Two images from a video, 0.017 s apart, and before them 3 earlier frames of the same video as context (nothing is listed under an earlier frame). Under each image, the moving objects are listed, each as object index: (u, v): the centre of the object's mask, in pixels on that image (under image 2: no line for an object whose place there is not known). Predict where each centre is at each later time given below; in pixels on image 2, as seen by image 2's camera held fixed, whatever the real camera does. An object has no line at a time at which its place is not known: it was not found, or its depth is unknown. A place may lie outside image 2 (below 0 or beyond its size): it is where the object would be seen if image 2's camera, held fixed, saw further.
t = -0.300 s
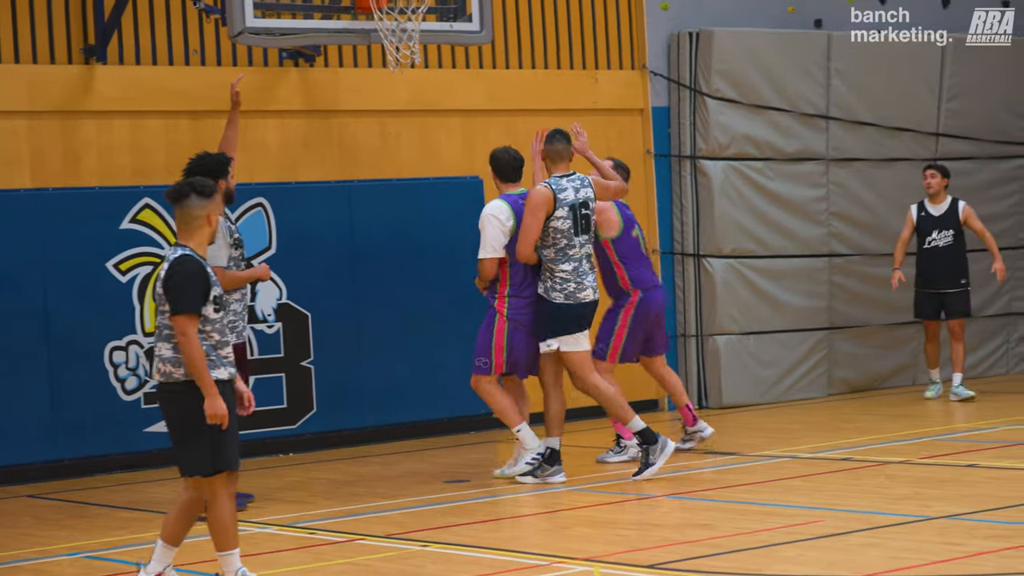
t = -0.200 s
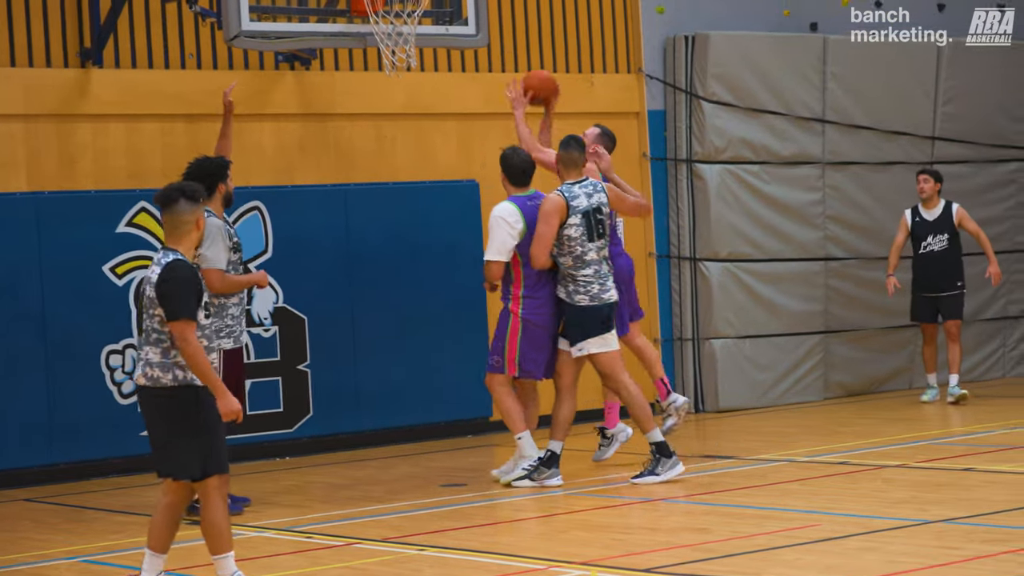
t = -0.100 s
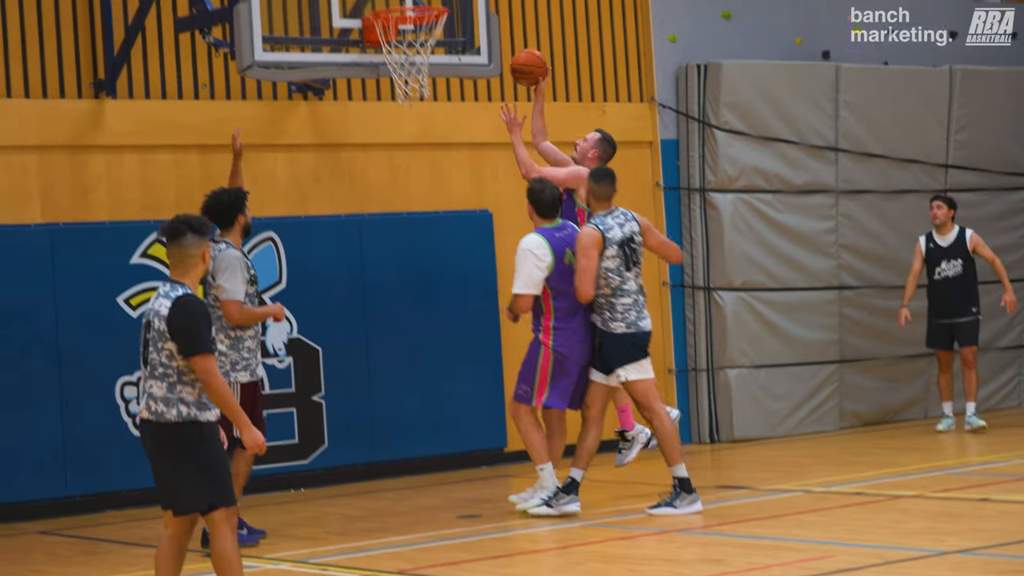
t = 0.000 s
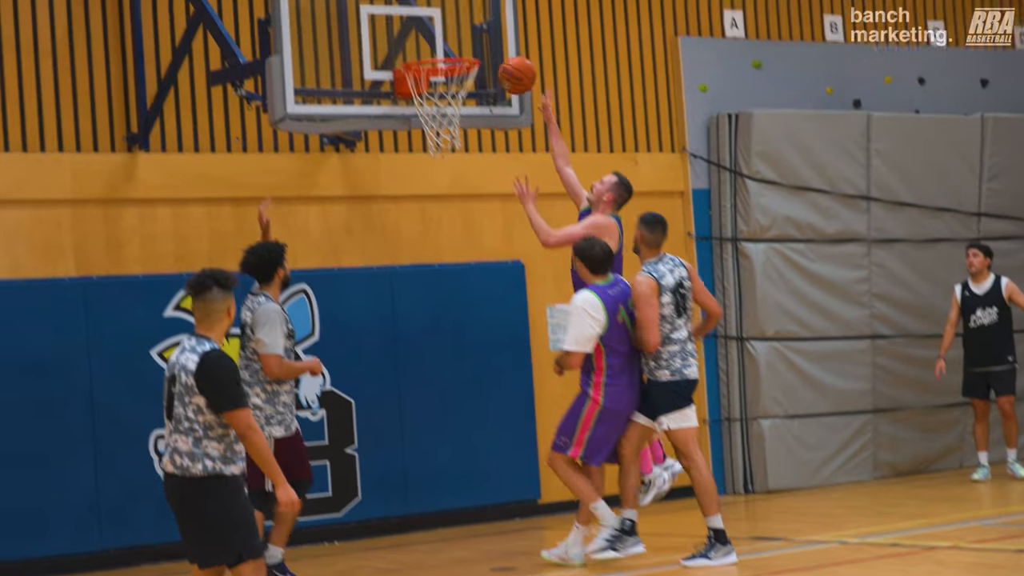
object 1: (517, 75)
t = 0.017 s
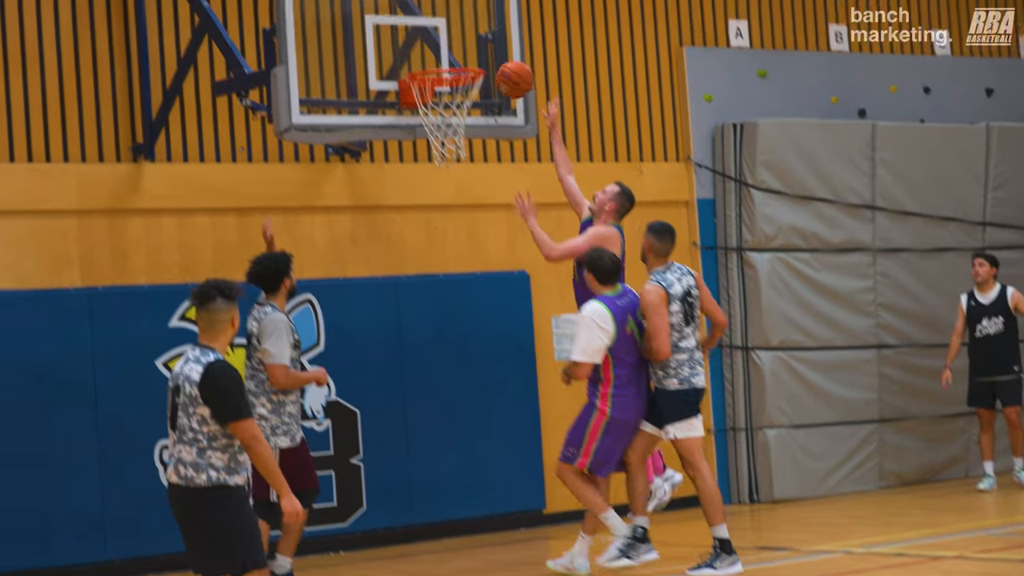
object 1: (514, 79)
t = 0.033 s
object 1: (507, 74)
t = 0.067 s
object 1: (492, 63)
